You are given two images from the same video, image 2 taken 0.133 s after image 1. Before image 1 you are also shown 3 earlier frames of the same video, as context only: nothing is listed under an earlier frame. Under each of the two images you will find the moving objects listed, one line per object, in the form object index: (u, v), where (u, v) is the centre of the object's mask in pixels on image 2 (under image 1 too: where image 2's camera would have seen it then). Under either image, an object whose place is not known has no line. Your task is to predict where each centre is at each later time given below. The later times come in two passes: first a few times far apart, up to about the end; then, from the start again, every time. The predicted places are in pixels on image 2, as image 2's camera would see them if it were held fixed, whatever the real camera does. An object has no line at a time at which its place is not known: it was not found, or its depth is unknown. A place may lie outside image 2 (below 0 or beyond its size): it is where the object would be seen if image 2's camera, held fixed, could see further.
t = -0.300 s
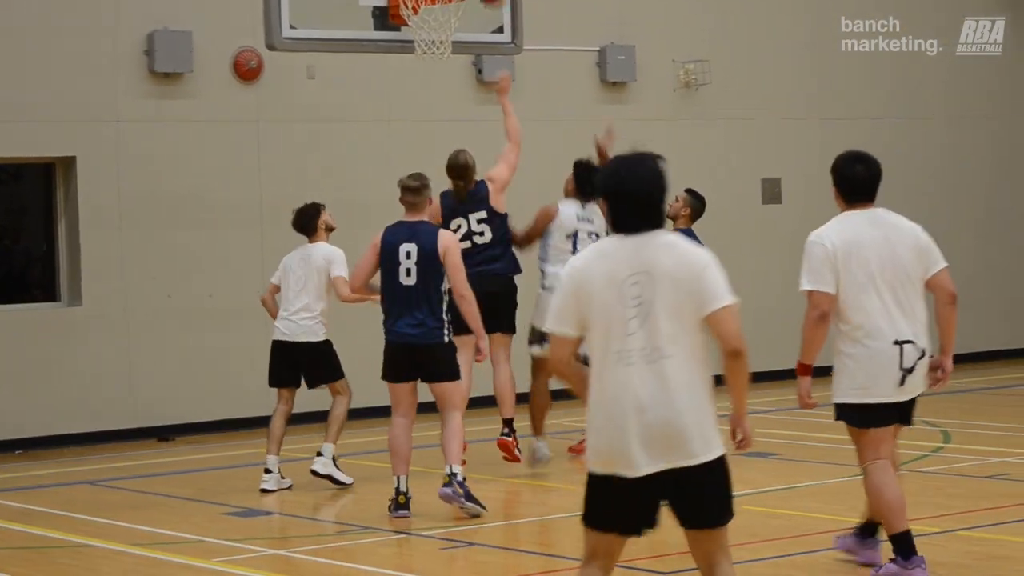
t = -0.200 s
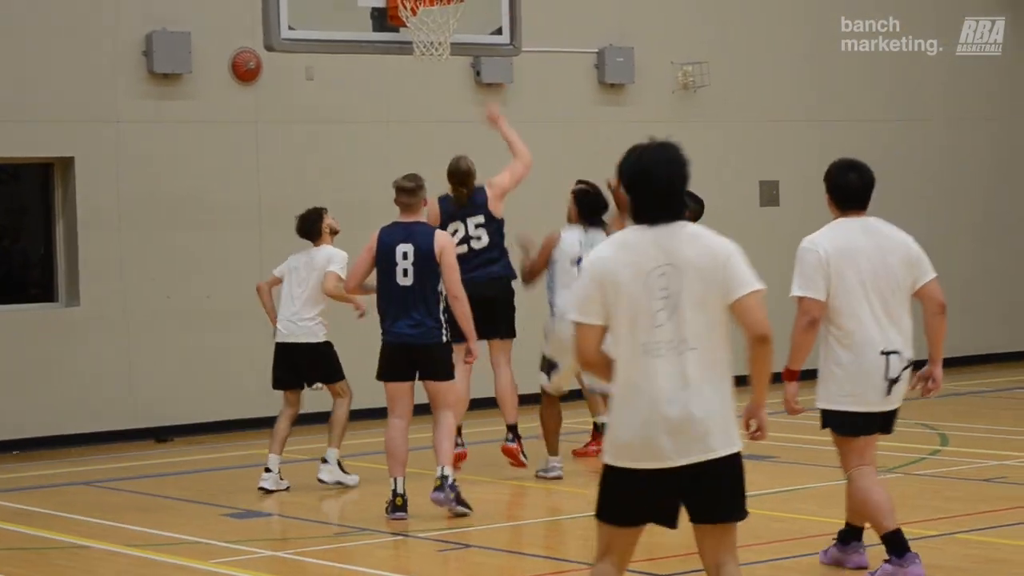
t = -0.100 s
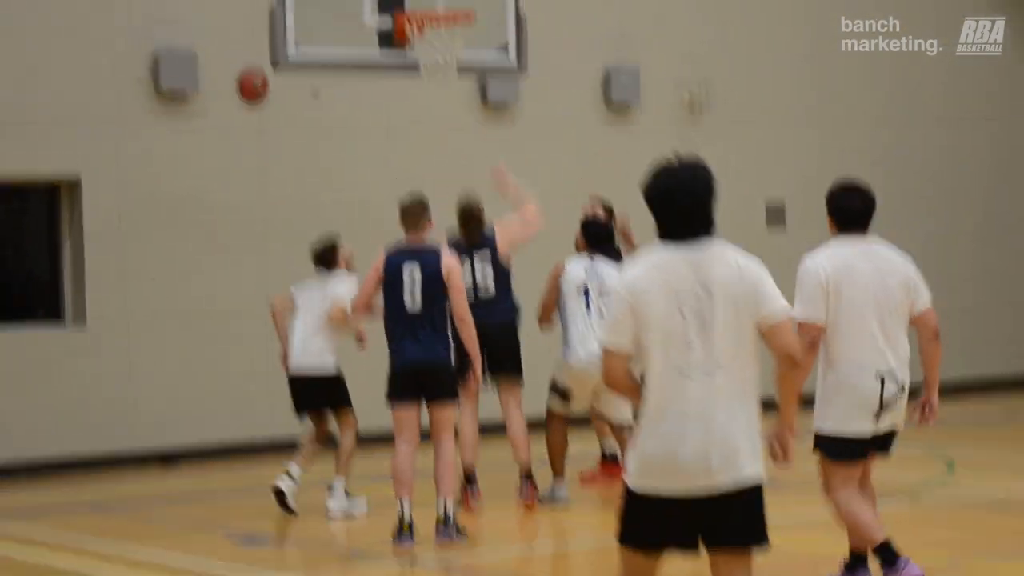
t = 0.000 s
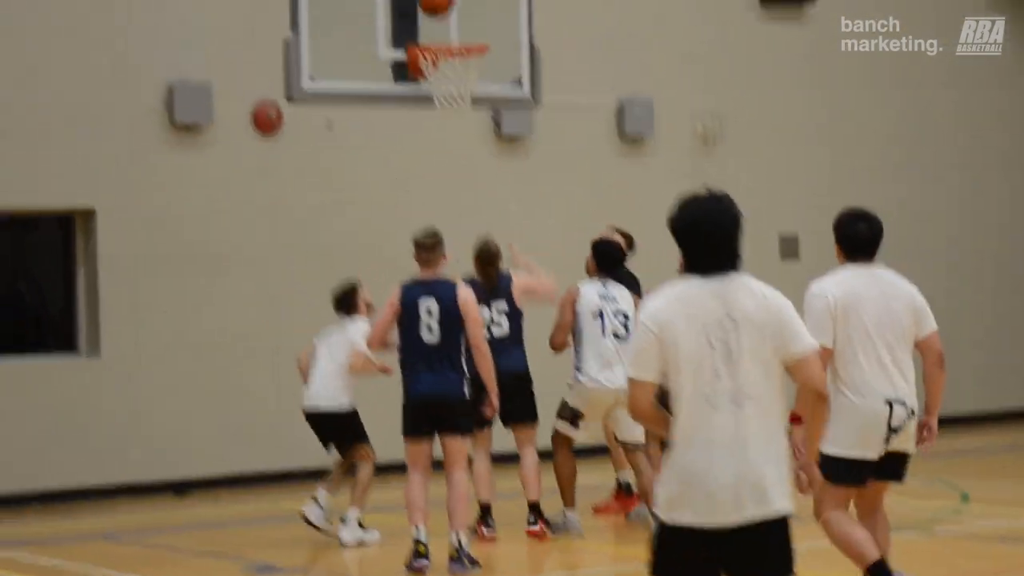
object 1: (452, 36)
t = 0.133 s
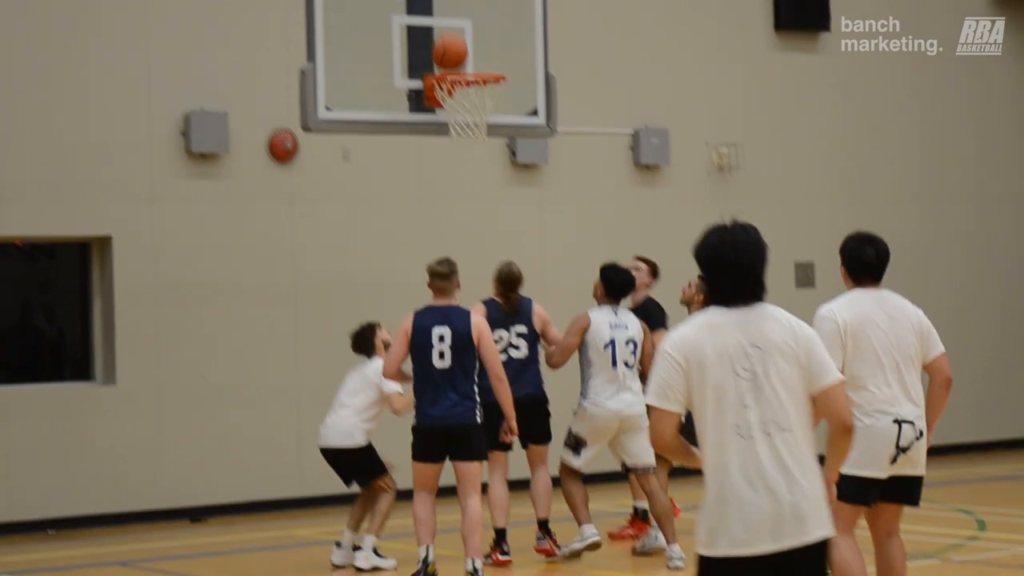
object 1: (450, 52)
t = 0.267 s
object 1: (482, 85)
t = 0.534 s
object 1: (468, 118)
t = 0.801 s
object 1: (448, 169)
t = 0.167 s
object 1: (449, 60)
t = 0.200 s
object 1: (457, 63)
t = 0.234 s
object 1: (469, 65)
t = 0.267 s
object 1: (482, 85)
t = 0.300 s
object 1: (487, 91)
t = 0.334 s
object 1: (487, 95)
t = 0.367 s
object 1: (486, 102)
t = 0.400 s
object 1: (485, 108)
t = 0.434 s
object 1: (481, 110)
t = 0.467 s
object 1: (478, 112)
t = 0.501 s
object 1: (473, 115)
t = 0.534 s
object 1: (468, 118)
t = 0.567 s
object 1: (464, 121)
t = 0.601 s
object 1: (461, 123)
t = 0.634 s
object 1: (459, 126)
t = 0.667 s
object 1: (455, 136)
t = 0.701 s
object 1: (453, 143)
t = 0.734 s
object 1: (452, 149)
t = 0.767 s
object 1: (450, 158)
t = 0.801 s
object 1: (448, 169)
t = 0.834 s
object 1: (445, 183)
